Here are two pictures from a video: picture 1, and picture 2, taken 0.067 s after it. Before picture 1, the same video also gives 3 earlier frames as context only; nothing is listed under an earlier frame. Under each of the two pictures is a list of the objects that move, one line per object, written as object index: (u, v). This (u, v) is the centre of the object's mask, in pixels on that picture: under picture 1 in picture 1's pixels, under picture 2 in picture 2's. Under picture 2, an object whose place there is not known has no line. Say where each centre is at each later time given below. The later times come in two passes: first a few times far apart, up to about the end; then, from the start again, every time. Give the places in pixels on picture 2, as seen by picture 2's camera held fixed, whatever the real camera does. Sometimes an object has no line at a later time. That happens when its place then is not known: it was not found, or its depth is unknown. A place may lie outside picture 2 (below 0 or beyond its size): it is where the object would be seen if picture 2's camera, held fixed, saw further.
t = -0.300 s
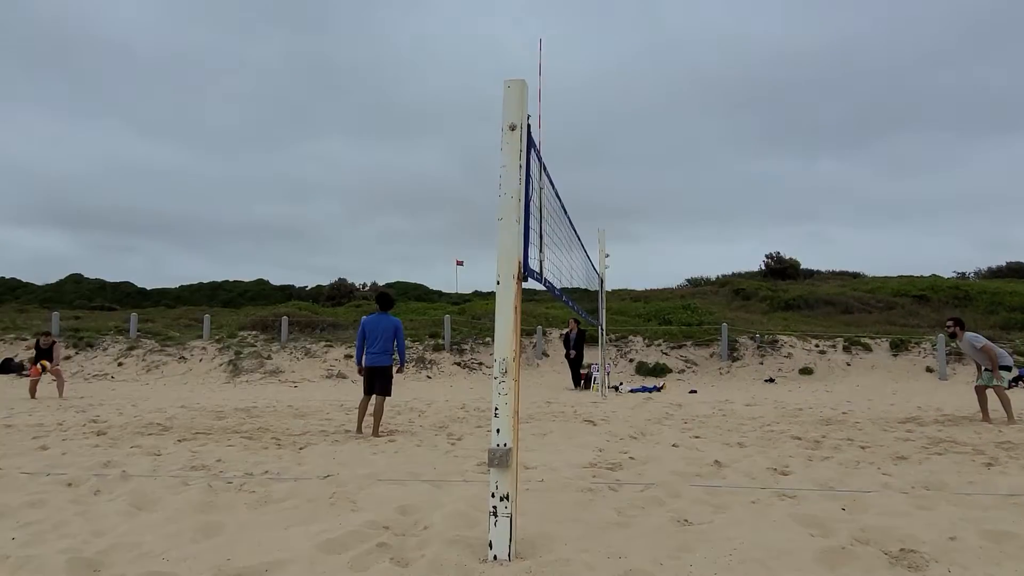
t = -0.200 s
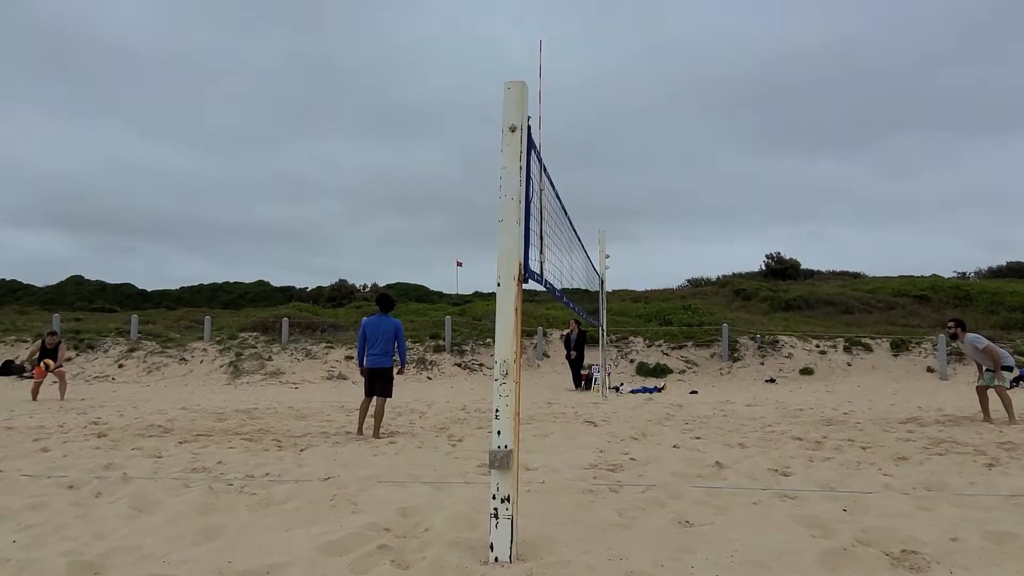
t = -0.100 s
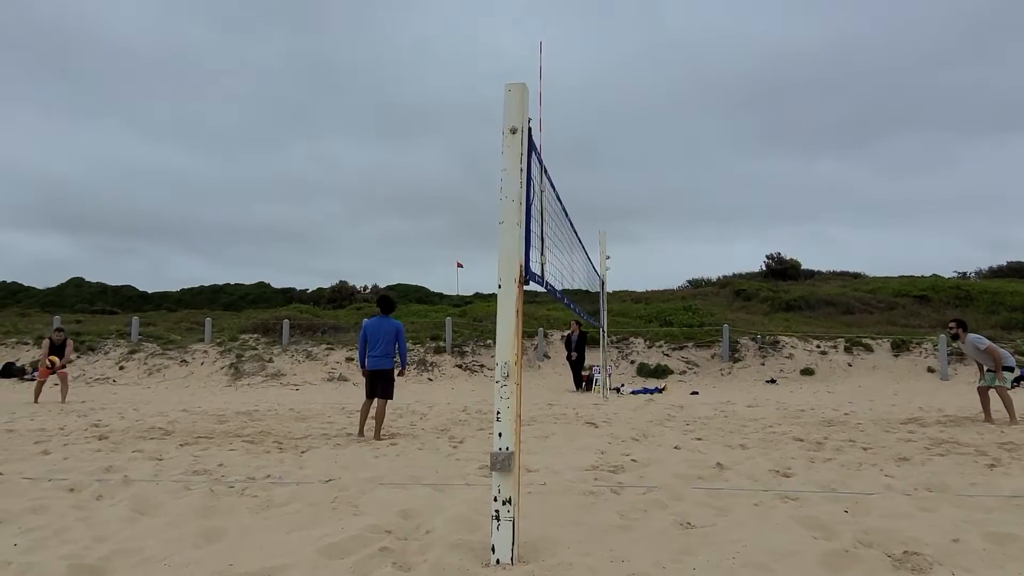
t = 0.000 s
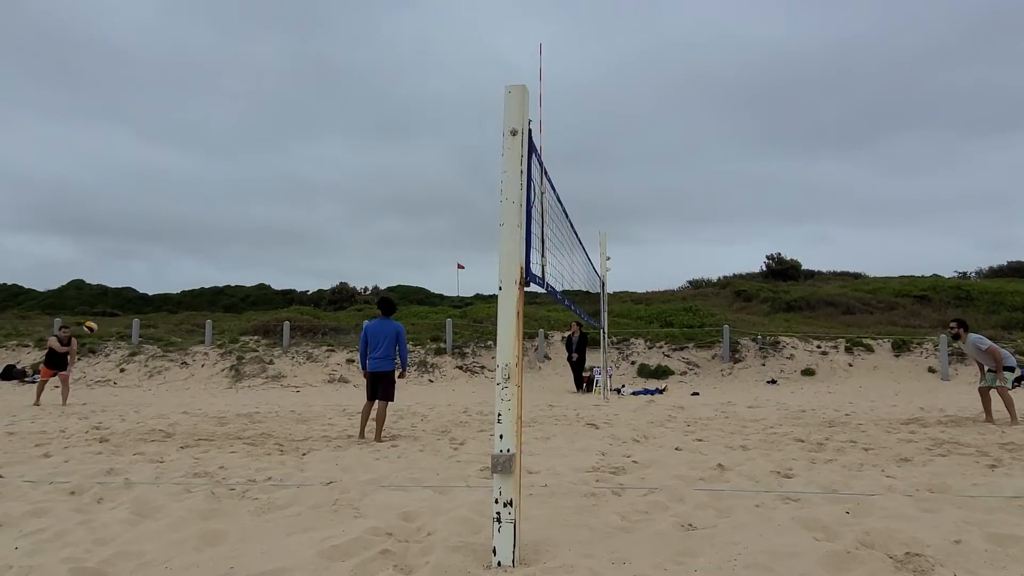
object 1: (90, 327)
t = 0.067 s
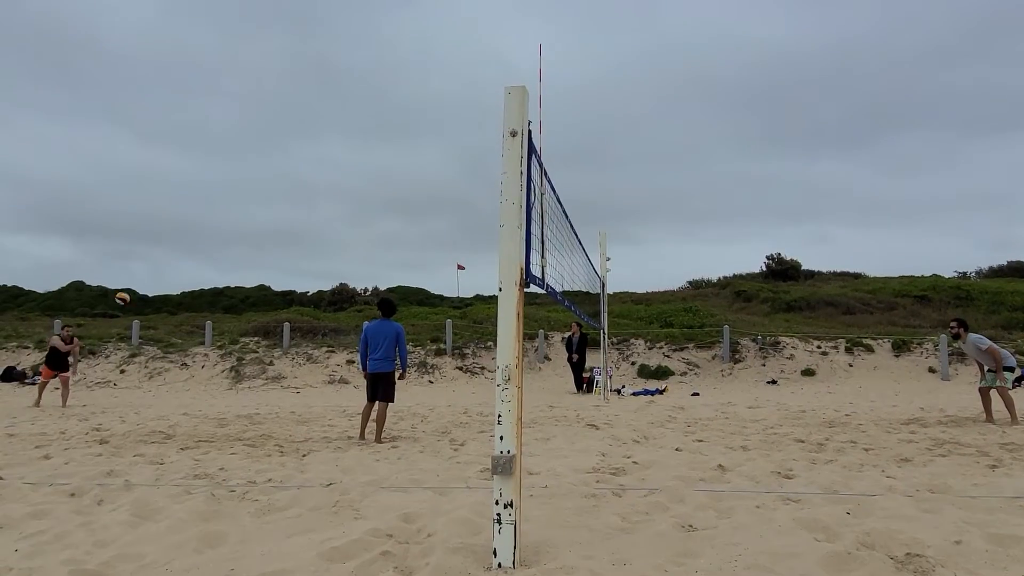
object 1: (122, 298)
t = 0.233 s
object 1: (202, 230)
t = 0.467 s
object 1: (316, 156)
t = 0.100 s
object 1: (138, 283)
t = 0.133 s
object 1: (154, 269)
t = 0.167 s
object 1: (171, 256)
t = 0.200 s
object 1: (187, 243)
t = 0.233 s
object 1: (202, 230)
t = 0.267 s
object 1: (218, 218)
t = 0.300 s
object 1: (234, 207)
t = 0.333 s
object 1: (250, 196)
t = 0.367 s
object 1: (267, 184)
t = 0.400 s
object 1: (283, 174)
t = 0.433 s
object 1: (299, 165)
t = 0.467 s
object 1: (316, 156)
